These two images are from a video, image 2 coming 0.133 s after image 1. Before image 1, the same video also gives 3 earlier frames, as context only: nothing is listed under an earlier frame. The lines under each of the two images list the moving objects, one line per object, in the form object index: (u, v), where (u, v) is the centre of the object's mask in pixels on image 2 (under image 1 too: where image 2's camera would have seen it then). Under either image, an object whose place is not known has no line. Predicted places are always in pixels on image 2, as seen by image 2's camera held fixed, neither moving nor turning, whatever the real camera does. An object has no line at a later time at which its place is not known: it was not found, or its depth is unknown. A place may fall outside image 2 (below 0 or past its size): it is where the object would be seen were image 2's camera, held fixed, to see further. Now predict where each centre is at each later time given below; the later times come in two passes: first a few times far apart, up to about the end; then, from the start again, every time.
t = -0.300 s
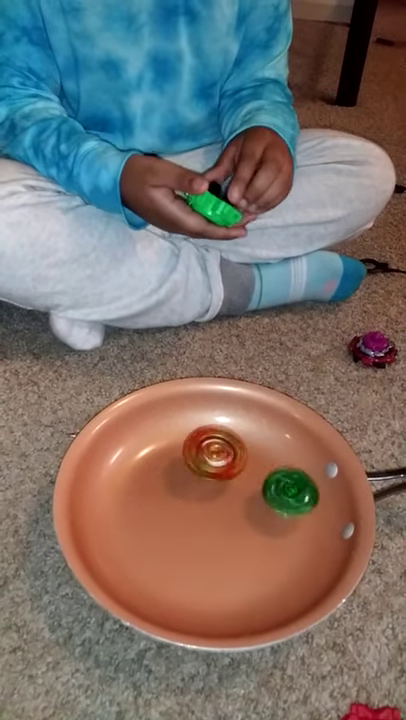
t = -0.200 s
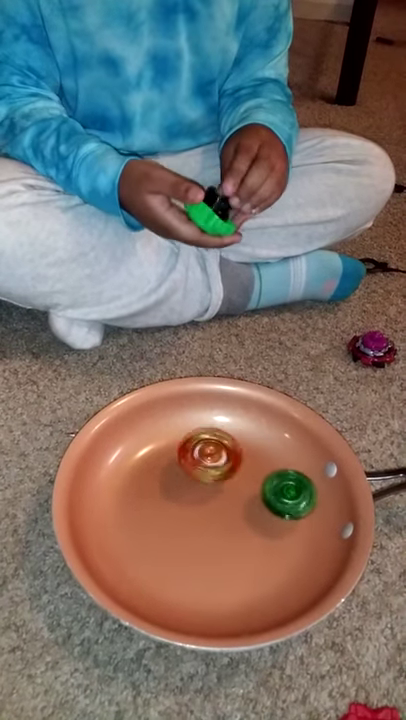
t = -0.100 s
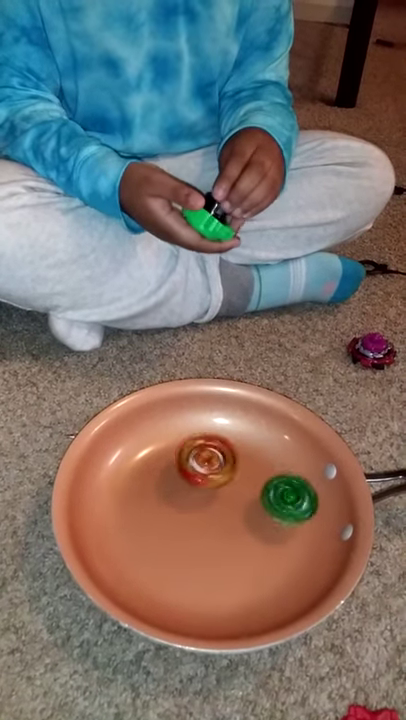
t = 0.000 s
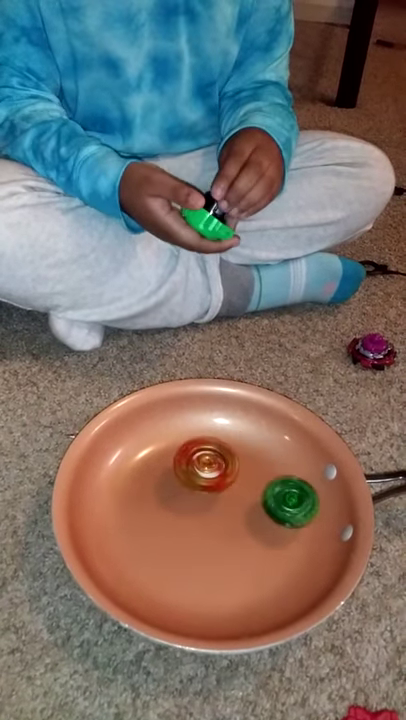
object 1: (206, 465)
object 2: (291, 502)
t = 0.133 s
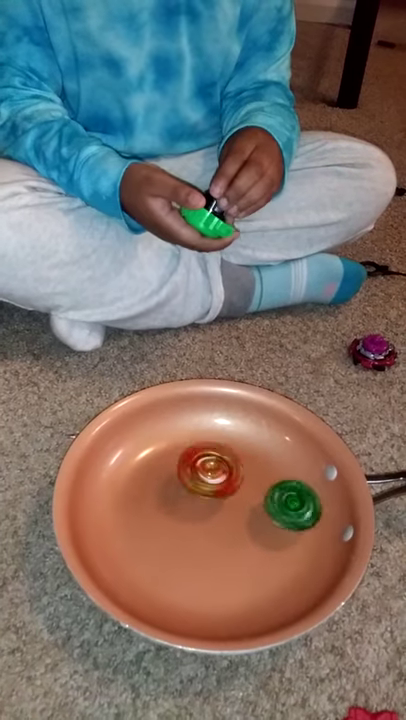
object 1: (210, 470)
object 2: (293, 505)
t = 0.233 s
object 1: (214, 475)
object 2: (295, 507)
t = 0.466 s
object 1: (232, 482)
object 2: (299, 509)
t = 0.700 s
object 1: (235, 476)
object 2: (306, 509)
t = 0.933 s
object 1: (225, 468)
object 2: (288, 510)
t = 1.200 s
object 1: (219, 463)
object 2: (272, 520)
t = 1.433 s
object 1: (221, 460)
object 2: (265, 524)
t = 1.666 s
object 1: (227, 457)
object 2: (262, 527)
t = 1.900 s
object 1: (239, 454)
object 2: (268, 530)
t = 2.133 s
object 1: (249, 447)
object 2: (280, 530)
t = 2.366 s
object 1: (263, 442)
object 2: (298, 526)
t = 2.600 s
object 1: (267, 452)
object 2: (300, 504)
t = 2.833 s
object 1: (256, 450)
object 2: (292, 504)
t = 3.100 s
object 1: (246, 454)
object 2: (284, 506)
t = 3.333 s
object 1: (242, 456)
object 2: (286, 509)
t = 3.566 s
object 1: (235, 454)
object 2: (298, 519)
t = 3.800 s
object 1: (233, 454)
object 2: (303, 517)
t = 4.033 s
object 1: (237, 453)
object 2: (291, 513)
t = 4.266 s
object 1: (247, 450)
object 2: (280, 511)
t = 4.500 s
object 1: (259, 446)
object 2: (274, 507)
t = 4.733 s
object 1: (273, 448)
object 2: (274, 503)
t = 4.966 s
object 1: (273, 456)
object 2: (278, 518)
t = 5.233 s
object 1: (277, 467)
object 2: (292, 535)
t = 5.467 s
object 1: (292, 470)
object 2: (302, 533)
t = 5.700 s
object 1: (277, 475)
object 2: (289, 535)
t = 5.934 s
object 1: (269, 484)
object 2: (274, 542)
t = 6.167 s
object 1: (270, 485)
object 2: (266, 549)
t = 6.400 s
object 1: (281, 487)
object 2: (266, 554)
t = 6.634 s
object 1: (281, 489)
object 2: (272, 554)
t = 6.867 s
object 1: (282, 491)
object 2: (288, 549)
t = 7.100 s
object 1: (276, 485)
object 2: (300, 537)
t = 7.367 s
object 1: (268, 468)
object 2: (292, 525)
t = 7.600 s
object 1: (256, 462)
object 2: (282, 508)
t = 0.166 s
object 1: (210, 471)
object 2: (293, 506)
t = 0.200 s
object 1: (213, 473)
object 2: (293, 506)
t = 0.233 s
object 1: (214, 475)
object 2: (295, 507)
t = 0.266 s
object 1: (216, 476)
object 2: (296, 507)
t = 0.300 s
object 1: (219, 476)
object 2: (297, 508)
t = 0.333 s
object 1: (220, 478)
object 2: (297, 508)
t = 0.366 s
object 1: (223, 480)
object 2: (297, 508)
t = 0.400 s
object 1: (226, 480)
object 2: (298, 508)
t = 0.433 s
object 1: (228, 481)
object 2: (298, 508)
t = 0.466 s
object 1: (232, 482)
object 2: (299, 509)
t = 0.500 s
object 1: (235, 483)
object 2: (299, 508)
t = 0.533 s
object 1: (238, 483)
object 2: (299, 508)
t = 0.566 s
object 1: (240, 483)
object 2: (300, 508)
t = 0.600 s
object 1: (239, 482)
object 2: (304, 509)
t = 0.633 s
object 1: (239, 479)
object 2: (308, 510)
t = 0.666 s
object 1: (237, 478)
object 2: (307, 510)
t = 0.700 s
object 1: (235, 476)
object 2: (306, 509)
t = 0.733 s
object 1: (234, 475)
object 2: (302, 506)
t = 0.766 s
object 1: (232, 474)
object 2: (299, 505)
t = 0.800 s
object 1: (230, 473)
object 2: (297, 505)
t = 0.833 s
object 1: (229, 471)
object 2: (294, 506)
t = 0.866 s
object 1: (226, 470)
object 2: (292, 507)
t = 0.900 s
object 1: (226, 470)
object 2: (290, 509)
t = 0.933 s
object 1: (225, 468)
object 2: (288, 510)
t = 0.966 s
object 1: (222, 468)
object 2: (285, 511)
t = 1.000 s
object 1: (222, 466)
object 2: (283, 512)
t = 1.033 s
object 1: (221, 465)
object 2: (280, 513)
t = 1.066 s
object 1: (221, 465)
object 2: (279, 514)
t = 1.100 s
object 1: (220, 464)
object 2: (277, 515)
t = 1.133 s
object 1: (220, 463)
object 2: (275, 517)
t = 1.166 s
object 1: (220, 463)
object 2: (273, 518)
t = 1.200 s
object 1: (219, 463)
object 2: (272, 520)
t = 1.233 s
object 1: (218, 463)
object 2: (271, 520)
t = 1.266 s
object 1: (219, 462)
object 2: (269, 521)
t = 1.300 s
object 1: (219, 461)
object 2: (269, 522)
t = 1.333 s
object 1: (219, 462)
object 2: (268, 522)
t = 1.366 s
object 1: (220, 461)
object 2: (267, 522)
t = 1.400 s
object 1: (219, 461)
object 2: (265, 523)
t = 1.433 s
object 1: (221, 460)
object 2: (265, 524)
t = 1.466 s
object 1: (221, 460)
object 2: (263, 524)
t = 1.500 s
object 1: (222, 460)
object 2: (263, 525)
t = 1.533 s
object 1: (223, 459)
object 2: (262, 526)
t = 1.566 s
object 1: (223, 459)
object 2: (263, 526)
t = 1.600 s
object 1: (225, 459)
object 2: (262, 526)
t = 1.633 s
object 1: (227, 458)
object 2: (263, 527)
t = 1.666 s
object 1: (227, 457)
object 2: (262, 527)
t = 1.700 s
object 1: (228, 457)
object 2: (263, 528)
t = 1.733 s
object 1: (230, 457)
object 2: (263, 528)
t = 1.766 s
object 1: (231, 456)
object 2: (264, 529)
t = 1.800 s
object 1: (233, 456)
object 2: (264, 529)
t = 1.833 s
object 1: (235, 456)
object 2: (265, 530)
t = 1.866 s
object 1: (236, 455)
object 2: (267, 530)
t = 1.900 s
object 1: (239, 454)
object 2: (268, 530)
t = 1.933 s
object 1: (241, 453)
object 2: (270, 529)
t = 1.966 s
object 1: (241, 453)
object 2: (271, 529)
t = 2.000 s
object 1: (244, 451)
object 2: (272, 529)
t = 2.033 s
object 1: (243, 451)
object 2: (273, 530)
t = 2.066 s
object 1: (246, 450)
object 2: (275, 529)
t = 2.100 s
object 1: (248, 448)
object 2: (277, 530)
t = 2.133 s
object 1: (249, 447)
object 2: (280, 530)
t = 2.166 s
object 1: (250, 446)
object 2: (282, 529)
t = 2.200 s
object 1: (253, 445)
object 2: (285, 528)
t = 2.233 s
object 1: (255, 444)
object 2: (287, 528)
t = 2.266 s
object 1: (258, 443)
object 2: (290, 528)
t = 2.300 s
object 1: (259, 441)
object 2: (292, 528)
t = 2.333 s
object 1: (261, 442)
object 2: (295, 527)
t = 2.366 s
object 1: (263, 442)
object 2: (298, 526)
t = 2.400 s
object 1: (263, 442)
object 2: (302, 525)
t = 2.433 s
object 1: (267, 444)
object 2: (303, 522)
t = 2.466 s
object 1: (268, 446)
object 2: (304, 518)
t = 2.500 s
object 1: (268, 449)
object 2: (303, 513)
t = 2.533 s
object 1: (271, 449)
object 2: (303, 509)
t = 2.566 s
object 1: (271, 451)
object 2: (301, 505)
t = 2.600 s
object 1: (267, 452)
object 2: (300, 504)
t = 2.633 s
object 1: (266, 451)
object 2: (299, 504)
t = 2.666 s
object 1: (265, 451)
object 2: (298, 503)
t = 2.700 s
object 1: (263, 451)
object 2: (296, 504)
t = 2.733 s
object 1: (262, 451)
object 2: (295, 504)
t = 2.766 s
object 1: (259, 450)
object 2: (294, 504)
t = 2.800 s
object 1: (257, 450)
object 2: (293, 504)
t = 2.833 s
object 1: (256, 450)
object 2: (292, 504)
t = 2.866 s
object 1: (253, 450)
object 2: (291, 504)
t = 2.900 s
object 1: (253, 451)
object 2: (289, 505)
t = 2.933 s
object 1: (252, 451)
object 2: (288, 505)
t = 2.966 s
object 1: (250, 452)
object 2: (287, 505)
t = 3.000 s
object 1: (249, 452)
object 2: (287, 505)
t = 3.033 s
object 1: (248, 452)
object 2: (286, 505)
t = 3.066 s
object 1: (246, 453)
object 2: (285, 505)
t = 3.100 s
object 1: (246, 454)
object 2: (284, 506)
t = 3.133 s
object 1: (246, 454)
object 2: (284, 506)
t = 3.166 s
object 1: (245, 455)
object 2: (284, 506)
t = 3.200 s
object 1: (245, 455)
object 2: (283, 505)
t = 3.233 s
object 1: (244, 456)
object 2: (283, 505)
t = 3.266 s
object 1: (244, 457)
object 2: (283, 505)
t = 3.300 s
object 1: (242, 456)
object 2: (284, 508)
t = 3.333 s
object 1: (242, 456)
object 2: (286, 509)
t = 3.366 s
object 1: (241, 456)
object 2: (288, 511)
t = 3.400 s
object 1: (240, 455)
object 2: (289, 512)
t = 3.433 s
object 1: (239, 455)
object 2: (291, 514)
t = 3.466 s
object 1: (239, 455)
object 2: (293, 516)
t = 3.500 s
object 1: (237, 454)
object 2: (295, 517)
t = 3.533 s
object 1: (236, 454)
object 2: (297, 518)
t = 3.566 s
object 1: (235, 454)
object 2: (298, 519)
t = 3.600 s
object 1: (234, 454)
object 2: (300, 521)
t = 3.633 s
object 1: (234, 454)
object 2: (301, 520)
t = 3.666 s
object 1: (234, 454)
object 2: (303, 521)
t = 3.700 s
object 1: (233, 454)
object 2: (303, 520)
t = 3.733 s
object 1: (233, 454)
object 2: (304, 519)
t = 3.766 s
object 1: (233, 453)
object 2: (303, 518)
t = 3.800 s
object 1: (233, 454)
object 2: (303, 517)
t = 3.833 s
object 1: (233, 454)
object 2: (301, 516)
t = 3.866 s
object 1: (234, 454)
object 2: (299, 515)
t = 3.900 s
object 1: (234, 453)
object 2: (298, 515)
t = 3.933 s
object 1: (235, 454)
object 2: (297, 514)
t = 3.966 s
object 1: (235, 453)
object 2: (295, 514)
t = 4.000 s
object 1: (236, 452)
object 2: (293, 513)
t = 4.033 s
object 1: (237, 453)
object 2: (291, 513)
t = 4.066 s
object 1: (239, 452)
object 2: (289, 512)
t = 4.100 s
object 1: (239, 451)
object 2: (287, 512)
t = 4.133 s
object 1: (241, 452)
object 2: (285, 512)
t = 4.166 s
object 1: (242, 451)
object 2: (284, 512)
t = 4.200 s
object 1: (243, 450)
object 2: (282, 512)
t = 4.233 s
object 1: (245, 450)
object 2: (281, 511)
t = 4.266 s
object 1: (247, 450)
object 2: (280, 511)
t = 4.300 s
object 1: (248, 449)
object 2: (278, 510)
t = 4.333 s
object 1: (250, 449)
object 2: (278, 510)
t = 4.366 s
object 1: (253, 448)
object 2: (277, 509)
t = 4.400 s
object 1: (254, 448)
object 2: (276, 508)
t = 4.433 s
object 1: (256, 447)
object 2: (274, 507)
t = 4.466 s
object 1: (259, 446)
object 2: (275, 507)
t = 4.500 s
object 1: (259, 446)
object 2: (274, 507)
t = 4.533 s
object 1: (261, 446)
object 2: (274, 506)
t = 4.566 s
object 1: (263, 445)
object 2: (273, 506)
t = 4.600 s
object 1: (265, 445)
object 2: (273, 505)
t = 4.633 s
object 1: (268, 446)
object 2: (274, 505)
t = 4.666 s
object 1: (270, 446)
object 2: (273, 503)
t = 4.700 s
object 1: (271, 447)
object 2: (274, 502)
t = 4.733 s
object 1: (273, 448)
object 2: (274, 503)
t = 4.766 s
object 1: (273, 448)
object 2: (275, 506)
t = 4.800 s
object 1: (272, 450)
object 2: (275, 508)
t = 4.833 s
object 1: (273, 452)
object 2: (275, 510)
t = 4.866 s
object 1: (272, 453)
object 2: (276, 512)
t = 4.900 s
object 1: (272, 455)
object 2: (276, 513)
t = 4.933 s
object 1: (272, 456)
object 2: (277, 516)
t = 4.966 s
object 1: (273, 456)
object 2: (278, 518)
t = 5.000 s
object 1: (272, 456)
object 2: (280, 521)
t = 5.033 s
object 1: (272, 458)
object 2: (281, 523)
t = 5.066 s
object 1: (272, 458)
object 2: (282, 525)
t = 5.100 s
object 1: (272, 459)
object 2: (284, 527)
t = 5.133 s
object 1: (273, 462)
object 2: (286, 528)
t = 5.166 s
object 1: (274, 463)
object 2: (288, 530)
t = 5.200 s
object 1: (275, 464)
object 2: (290, 533)
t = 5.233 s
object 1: (277, 467)
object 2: (292, 535)
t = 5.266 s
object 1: (279, 467)
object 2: (294, 536)
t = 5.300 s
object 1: (280, 468)
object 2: (296, 537)
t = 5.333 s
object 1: (284, 470)
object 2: (298, 539)
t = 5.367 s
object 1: (286, 470)
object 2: (300, 537)
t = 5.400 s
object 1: (288, 470)
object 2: (301, 536)
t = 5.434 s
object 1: (290, 470)
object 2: (301, 535)
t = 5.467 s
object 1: (292, 470)
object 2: (302, 533)
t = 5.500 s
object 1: (293, 470)
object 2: (301, 532)
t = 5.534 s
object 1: (294, 472)
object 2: (299, 530)
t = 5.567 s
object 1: (293, 470)
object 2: (298, 531)
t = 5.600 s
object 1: (290, 470)
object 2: (296, 532)
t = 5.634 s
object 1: (286, 472)
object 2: (294, 533)
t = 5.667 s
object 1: (281, 473)
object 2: (291, 535)
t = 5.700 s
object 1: (277, 475)
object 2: (289, 535)
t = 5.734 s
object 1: (275, 477)
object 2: (287, 536)
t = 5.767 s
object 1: (275, 478)
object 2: (285, 538)
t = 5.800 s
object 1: (273, 479)
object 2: (283, 538)
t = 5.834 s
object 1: (274, 481)
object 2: (280, 540)
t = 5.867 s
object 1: (272, 481)
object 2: (278, 540)
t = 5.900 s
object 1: (270, 481)
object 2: (276, 541)
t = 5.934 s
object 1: (269, 484)
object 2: (274, 542)
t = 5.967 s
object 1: (267, 483)
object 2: (273, 544)
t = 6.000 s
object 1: (268, 482)
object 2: (271, 544)
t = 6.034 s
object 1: (269, 483)
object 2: (269, 546)
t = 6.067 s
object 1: (268, 484)
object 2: (268, 546)
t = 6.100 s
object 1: (266, 484)
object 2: (267, 547)
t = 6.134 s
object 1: (267, 484)
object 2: (266, 548)
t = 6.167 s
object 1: (270, 485)
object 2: (266, 549)
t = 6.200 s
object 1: (269, 487)
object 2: (264, 549)
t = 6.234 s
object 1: (273, 489)
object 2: (265, 551)
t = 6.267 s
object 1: (275, 488)
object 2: (264, 552)
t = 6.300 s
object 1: (278, 487)
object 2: (264, 551)
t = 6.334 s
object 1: (280, 489)
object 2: (264, 552)
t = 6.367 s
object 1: (281, 489)
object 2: (265, 553)
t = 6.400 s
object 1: (281, 487)
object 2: (266, 554)
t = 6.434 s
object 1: (282, 488)
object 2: (265, 554)
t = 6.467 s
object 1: (282, 489)
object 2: (267, 555)
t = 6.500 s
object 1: (282, 490)
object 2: (268, 554)
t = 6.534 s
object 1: (284, 486)
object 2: (268, 555)
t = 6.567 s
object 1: (283, 485)
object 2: (270, 555)
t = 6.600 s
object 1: (284, 486)
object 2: (271, 555)
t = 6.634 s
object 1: (281, 489)
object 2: (272, 554)
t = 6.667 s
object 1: (282, 489)
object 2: (275, 554)
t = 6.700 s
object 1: (281, 488)
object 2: (276, 554)
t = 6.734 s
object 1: (281, 490)
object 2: (278, 553)
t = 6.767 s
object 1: (281, 493)
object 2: (282, 553)
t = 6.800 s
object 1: (284, 493)
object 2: (283, 552)
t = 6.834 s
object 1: (283, 490)
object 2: (286, 551)
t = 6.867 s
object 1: (282, 491)
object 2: (288, 549)
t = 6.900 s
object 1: (280, 492)
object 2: (290, 547)
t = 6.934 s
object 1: (279, 494)
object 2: (293, 546)
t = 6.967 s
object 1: (279, 491)
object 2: (294, 544)
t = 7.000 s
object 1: (279, 488)
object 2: (296, 542)
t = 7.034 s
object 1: (278, 487)
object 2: (298, 539)
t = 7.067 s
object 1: (277, 486)
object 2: (297, 536)
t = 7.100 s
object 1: (276, 485)
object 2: (300, 537)
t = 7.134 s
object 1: (275, 480)
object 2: (300, 539)
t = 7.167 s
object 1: (274, 476)
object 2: (300, 539)
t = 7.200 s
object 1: (274, 474)
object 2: (298, 537)
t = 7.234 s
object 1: (273, 471)
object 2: (298, 534)
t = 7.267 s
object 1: (269, 472)
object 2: (296, 533)
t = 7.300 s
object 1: (270, 468)
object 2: (295, 529)
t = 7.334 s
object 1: (269, 467)
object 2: (293, 528)
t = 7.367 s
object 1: (268, 468)
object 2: (292, 525)
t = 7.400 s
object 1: (268, 463)
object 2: (290, 523)
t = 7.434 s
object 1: (266, 463)
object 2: (289, 520)
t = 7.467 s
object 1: (264, 464)
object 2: (287, 518)
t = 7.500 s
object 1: (261, 463)
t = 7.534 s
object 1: (261, 462)
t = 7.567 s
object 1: (261, 464)
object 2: (284, 511)
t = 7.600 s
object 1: (256, 462)
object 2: (282, 508)
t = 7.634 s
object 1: (253, 460)
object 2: (282, 505)
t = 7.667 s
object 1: (251, 458)
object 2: (282, 506)
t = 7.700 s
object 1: (248, 457)
